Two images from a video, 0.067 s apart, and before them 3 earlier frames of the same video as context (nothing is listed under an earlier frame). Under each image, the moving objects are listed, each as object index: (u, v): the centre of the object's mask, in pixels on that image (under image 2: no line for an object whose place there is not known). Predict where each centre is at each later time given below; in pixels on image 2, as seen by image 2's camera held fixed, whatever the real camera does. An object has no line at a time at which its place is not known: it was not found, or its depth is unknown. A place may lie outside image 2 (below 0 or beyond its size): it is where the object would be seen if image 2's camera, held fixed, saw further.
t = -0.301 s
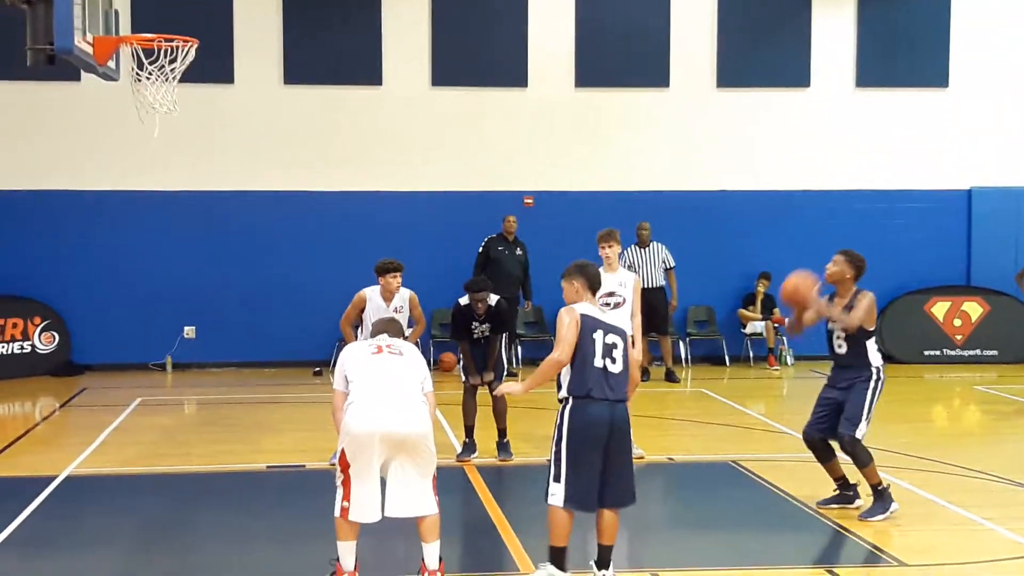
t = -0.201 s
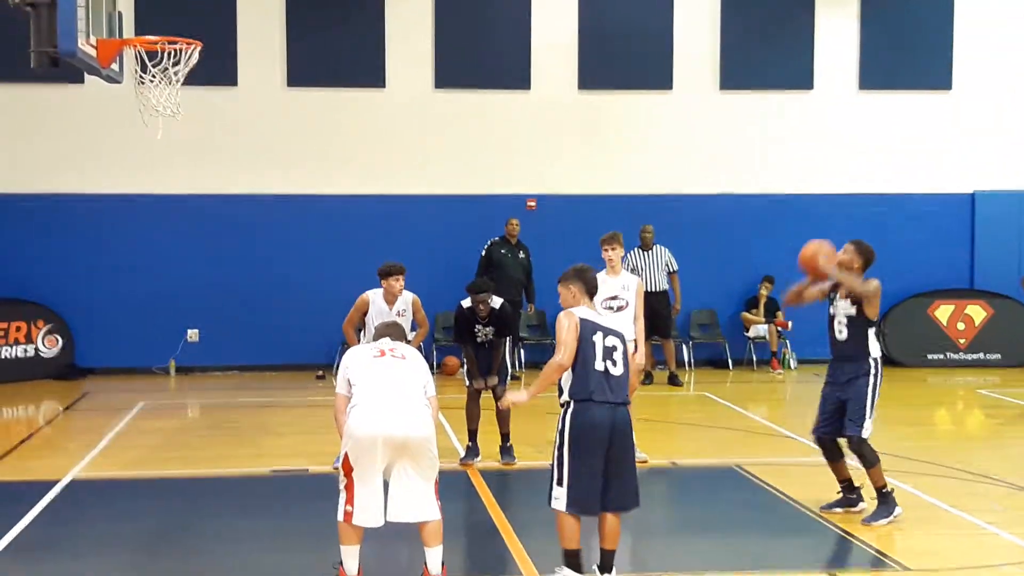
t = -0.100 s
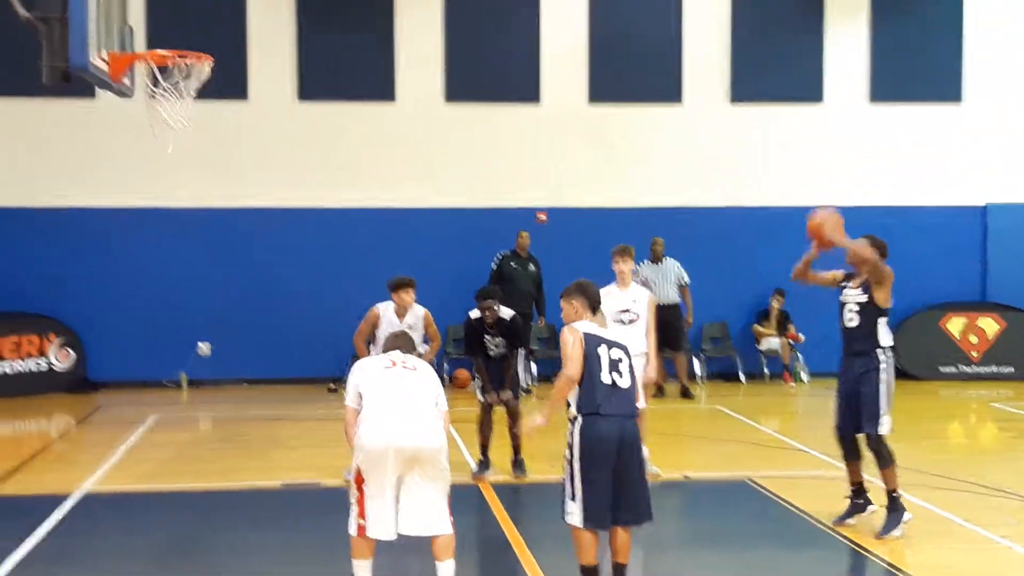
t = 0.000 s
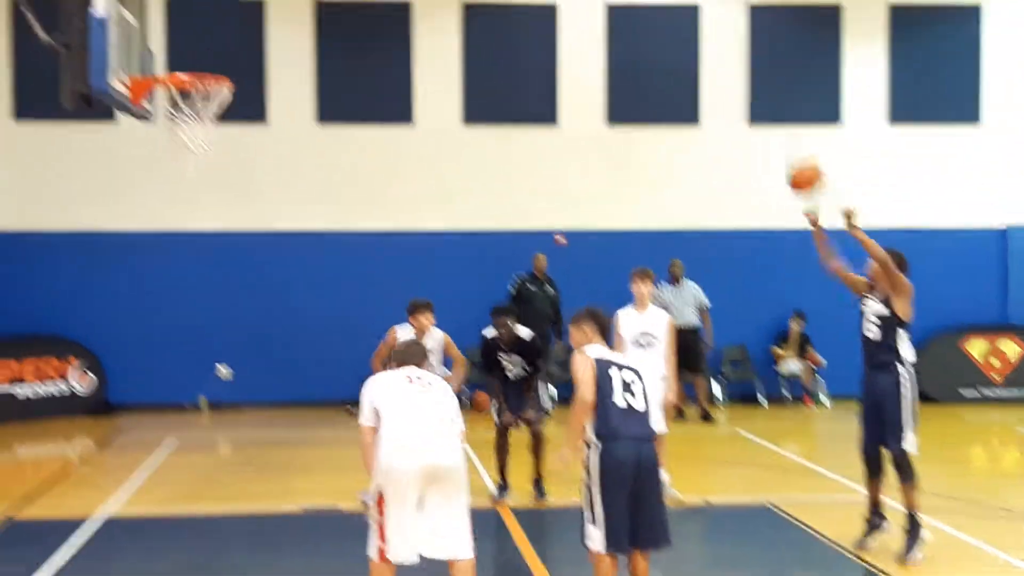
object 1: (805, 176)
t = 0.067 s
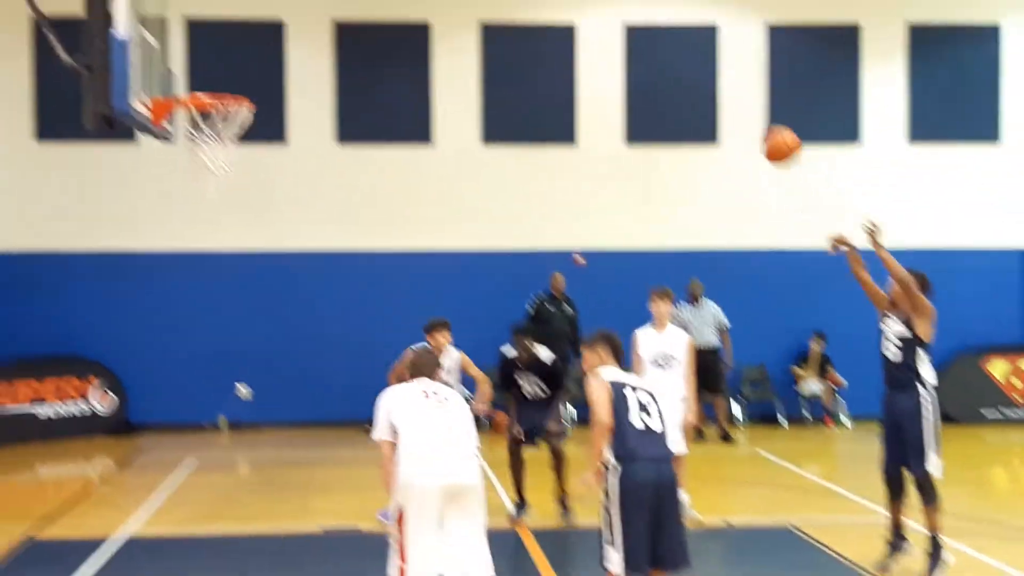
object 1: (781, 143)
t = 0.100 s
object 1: (760, 127)
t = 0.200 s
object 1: (691, 68)
